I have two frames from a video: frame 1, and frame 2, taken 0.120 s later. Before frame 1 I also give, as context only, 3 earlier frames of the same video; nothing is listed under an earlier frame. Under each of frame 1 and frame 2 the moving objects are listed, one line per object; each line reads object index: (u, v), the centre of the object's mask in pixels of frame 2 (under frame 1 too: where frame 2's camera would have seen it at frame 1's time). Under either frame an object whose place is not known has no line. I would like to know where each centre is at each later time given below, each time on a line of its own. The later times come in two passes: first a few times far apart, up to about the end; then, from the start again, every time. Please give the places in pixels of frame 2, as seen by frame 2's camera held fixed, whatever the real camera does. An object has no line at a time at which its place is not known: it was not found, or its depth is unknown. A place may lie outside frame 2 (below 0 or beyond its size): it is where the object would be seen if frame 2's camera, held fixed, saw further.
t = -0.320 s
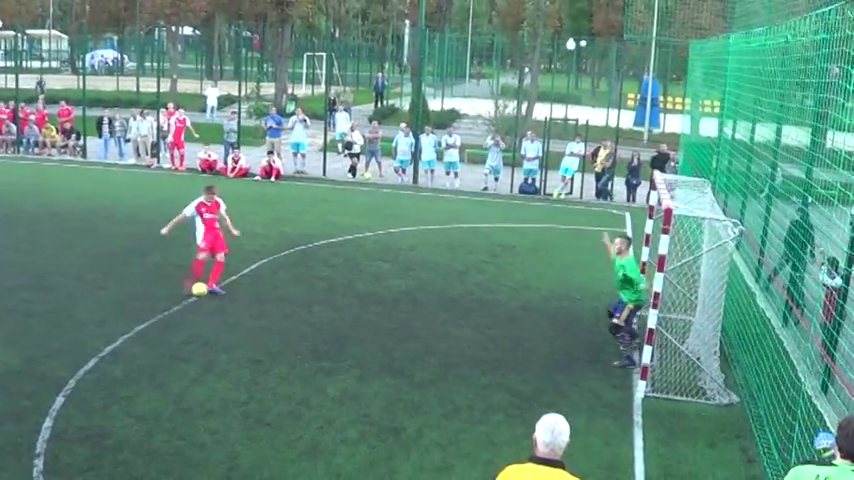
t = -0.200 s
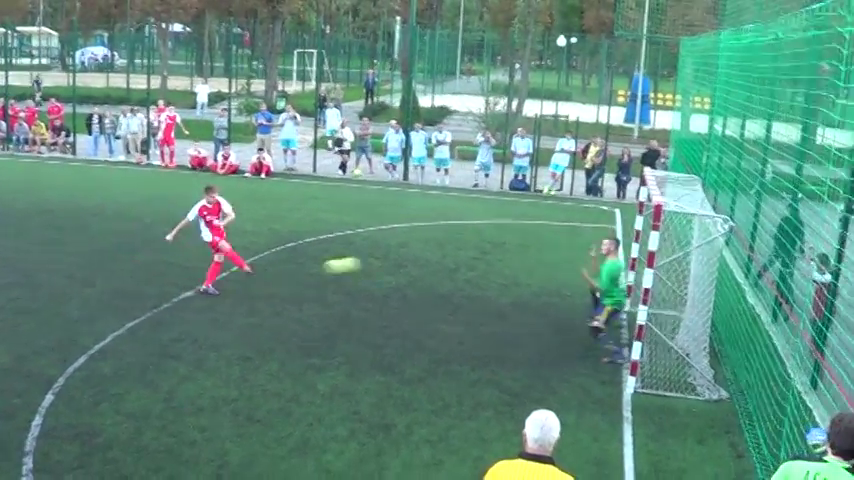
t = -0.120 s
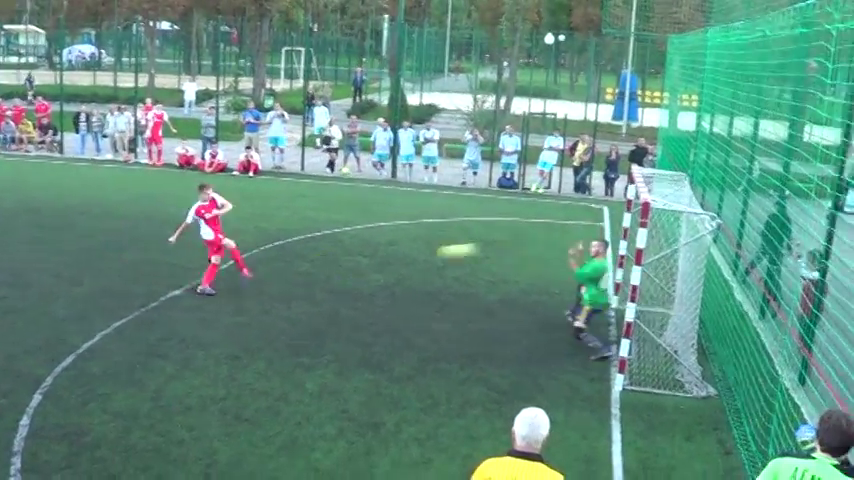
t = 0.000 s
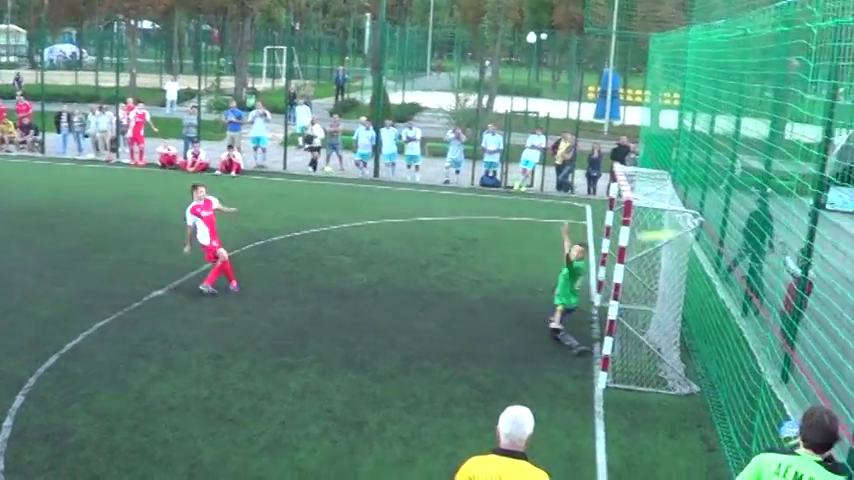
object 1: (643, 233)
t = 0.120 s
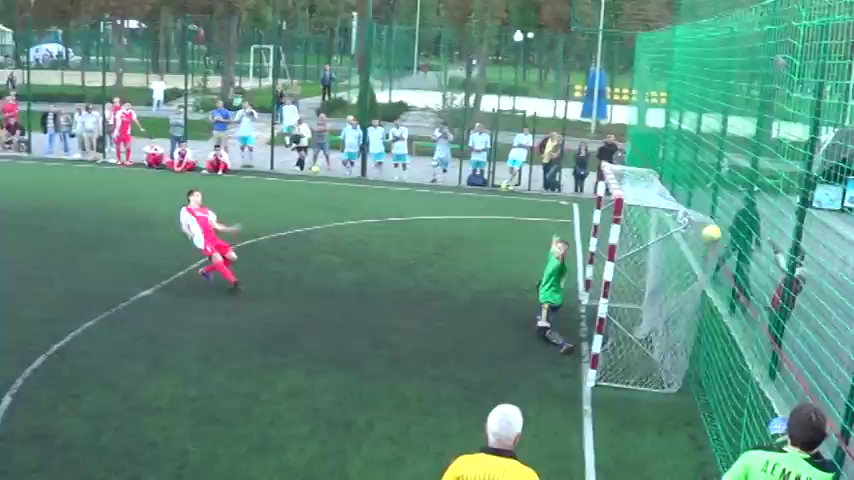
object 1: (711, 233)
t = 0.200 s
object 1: (711, 243)
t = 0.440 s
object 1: (702, 306)
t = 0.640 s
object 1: (689, 383)
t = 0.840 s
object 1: (696, 376)
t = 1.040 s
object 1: (691, 386)
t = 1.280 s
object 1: (692, 391)
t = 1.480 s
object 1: (692, 394)
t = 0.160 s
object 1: (711, 240)
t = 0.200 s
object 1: (711, 243)
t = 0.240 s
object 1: (710, 250)
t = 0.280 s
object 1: (708, 261)
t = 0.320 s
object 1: (707, 269)
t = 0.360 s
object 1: (706, 281)
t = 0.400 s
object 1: (702, 294)
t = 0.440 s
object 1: (702, 306)
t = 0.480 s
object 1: (700, 322)
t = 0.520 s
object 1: (696, 336)
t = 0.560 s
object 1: (694, 352)
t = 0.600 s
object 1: (690, 369)
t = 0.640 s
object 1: (689, 383)
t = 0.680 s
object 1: (692, 380)
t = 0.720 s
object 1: (693, 377)
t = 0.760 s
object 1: (694, 377)
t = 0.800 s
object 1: (695, 376)
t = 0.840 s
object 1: (696, 376)
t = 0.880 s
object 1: (695, 379)
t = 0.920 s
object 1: (695, 383)
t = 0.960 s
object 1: (697, 388)
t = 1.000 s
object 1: (695, 387)
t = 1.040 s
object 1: (691, 386)
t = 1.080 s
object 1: (689, 386)
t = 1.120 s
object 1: (689, 387)
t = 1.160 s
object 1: (689, 389)
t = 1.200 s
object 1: (690, 390)
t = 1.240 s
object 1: (691, 391)
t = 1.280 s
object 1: (692, 391)
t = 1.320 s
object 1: (693, 392)
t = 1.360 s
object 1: (693, 393)
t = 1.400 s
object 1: (693, 394)
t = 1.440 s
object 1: (692, 394)
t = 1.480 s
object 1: (692, 394)
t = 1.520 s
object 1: (691, 393)
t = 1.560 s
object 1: (690, 393)
